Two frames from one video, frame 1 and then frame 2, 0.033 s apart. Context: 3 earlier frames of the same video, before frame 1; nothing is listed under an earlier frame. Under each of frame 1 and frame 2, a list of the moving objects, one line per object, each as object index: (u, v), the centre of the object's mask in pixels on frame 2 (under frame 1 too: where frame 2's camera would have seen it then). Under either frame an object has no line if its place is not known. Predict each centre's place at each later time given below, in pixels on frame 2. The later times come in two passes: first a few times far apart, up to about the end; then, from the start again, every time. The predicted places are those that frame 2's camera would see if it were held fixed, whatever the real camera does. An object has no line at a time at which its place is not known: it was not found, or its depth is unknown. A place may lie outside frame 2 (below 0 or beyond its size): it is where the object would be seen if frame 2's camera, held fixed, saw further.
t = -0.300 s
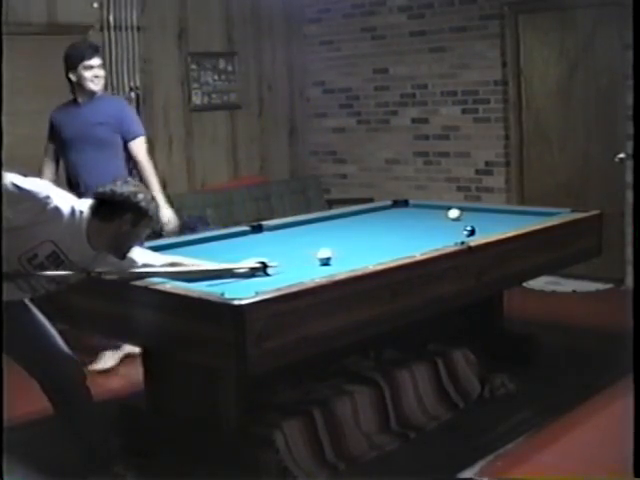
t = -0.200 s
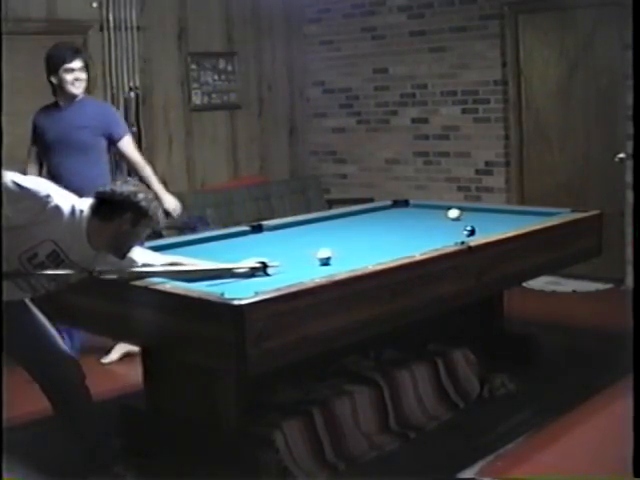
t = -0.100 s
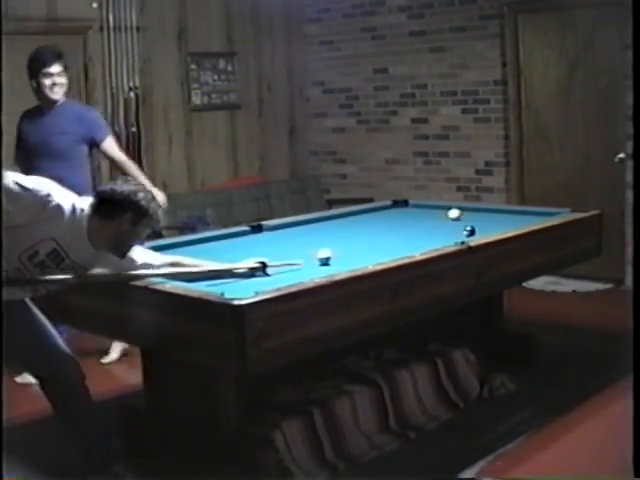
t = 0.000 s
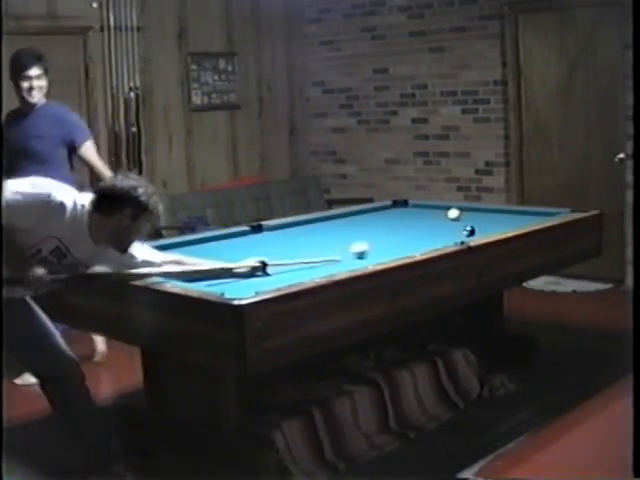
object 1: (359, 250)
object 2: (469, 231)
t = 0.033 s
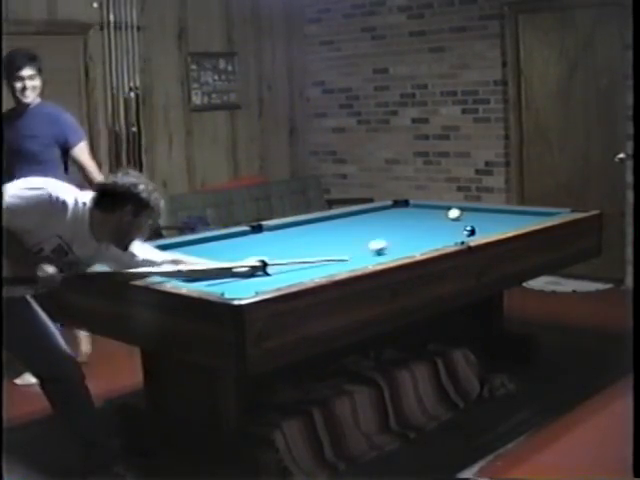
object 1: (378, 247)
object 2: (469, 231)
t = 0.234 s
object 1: (461, 231)
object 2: (474, 230)
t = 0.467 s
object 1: (464, 231)
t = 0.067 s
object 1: (394, 244)
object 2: (469, 231)
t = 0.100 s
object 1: (410, 241)
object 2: (469, 231)
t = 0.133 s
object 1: (425, 239)
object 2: (469, 231)
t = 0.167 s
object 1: (439, 236)
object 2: (469, 231)
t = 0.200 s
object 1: (453, 233)
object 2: (468, 231)
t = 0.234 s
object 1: (461, 231)
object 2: (474, 230)
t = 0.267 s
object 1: (462, 231)
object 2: (484, 228)
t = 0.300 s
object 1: (462, 231)
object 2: (493, 225)
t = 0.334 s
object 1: (462, 231)
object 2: (502, 224)
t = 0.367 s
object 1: (463, 231)
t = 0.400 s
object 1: (464, 231)
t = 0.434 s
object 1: (464, 231)
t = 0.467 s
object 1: (464, 231)
